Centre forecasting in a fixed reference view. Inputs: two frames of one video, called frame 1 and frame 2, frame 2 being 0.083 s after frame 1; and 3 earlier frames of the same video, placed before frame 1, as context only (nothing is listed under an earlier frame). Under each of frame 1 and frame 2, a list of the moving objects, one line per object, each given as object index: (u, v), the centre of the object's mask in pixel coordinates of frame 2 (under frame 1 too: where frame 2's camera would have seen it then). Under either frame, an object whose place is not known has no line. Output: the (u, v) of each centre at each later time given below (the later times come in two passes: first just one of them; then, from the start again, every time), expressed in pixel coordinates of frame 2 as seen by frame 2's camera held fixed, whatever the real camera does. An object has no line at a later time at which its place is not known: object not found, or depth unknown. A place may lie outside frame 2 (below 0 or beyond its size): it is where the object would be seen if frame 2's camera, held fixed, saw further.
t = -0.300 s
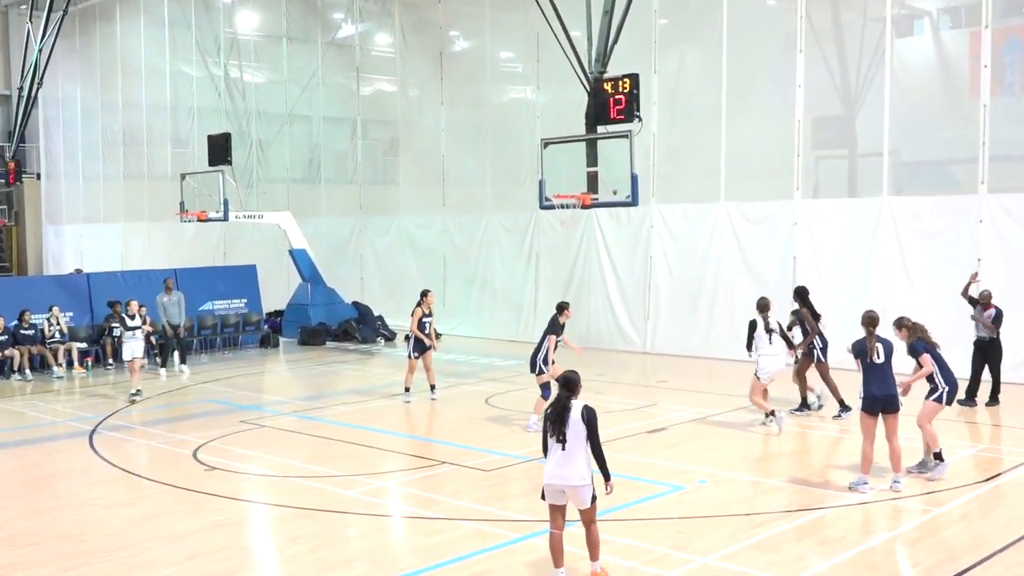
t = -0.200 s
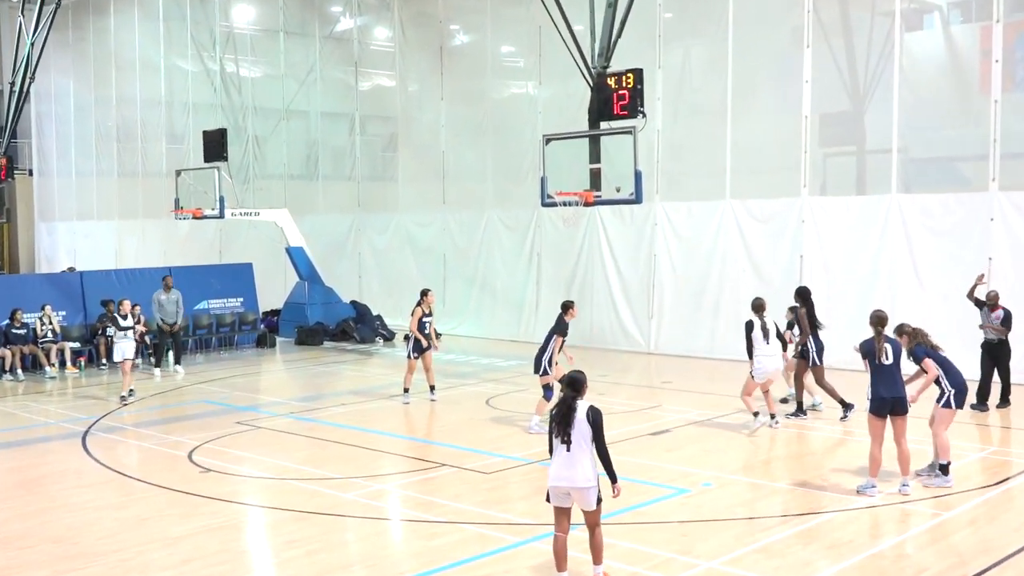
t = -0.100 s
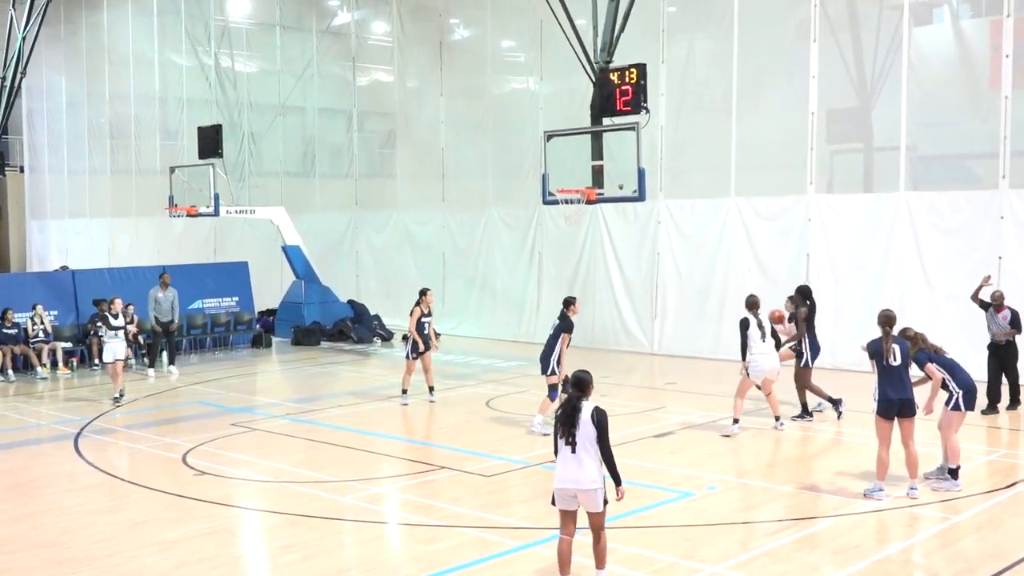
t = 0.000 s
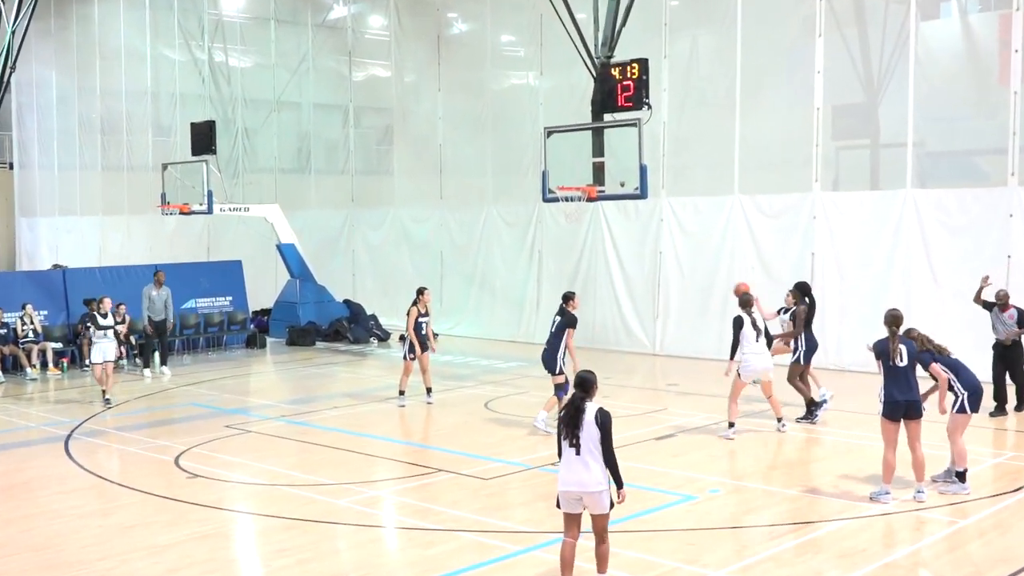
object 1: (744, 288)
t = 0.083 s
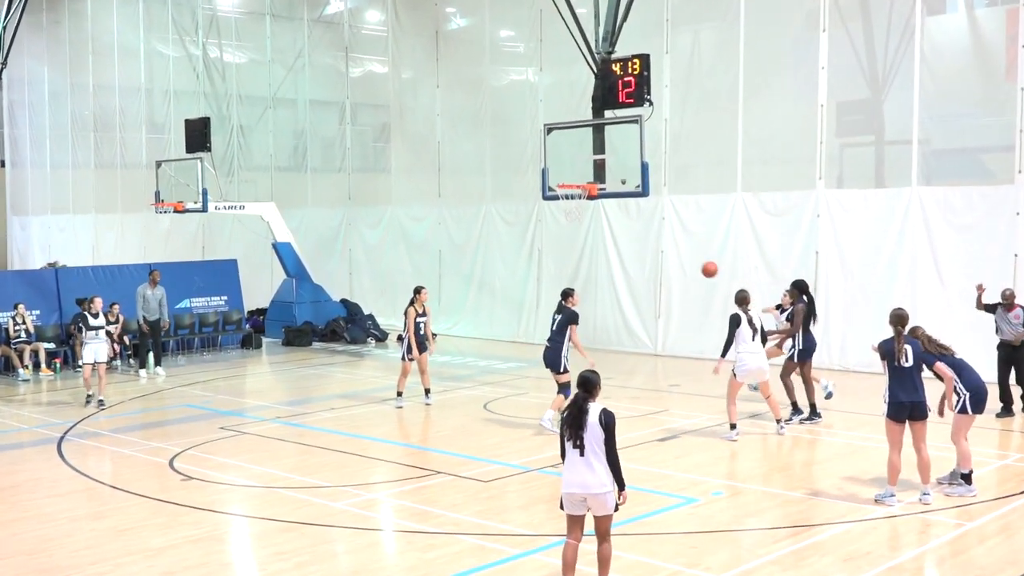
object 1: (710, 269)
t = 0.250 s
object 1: (636, 243)
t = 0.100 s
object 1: (703, 266)
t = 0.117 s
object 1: (696, 263)
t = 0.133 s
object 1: (688, 260)
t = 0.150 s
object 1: (681, 257)
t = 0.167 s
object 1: (673, 254)
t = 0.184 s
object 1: (666, 251)
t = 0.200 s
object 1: (658, 249)
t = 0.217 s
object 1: (651, 247)
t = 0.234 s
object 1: (643, 245)
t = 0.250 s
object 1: (636, 243)
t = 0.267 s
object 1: (628, 241)
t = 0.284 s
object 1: (620, 239)
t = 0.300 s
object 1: (612, 238)
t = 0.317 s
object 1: (604, 237)
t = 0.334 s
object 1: (597, 236)
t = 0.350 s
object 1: (589, 236)
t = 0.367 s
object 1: (581, 235)
